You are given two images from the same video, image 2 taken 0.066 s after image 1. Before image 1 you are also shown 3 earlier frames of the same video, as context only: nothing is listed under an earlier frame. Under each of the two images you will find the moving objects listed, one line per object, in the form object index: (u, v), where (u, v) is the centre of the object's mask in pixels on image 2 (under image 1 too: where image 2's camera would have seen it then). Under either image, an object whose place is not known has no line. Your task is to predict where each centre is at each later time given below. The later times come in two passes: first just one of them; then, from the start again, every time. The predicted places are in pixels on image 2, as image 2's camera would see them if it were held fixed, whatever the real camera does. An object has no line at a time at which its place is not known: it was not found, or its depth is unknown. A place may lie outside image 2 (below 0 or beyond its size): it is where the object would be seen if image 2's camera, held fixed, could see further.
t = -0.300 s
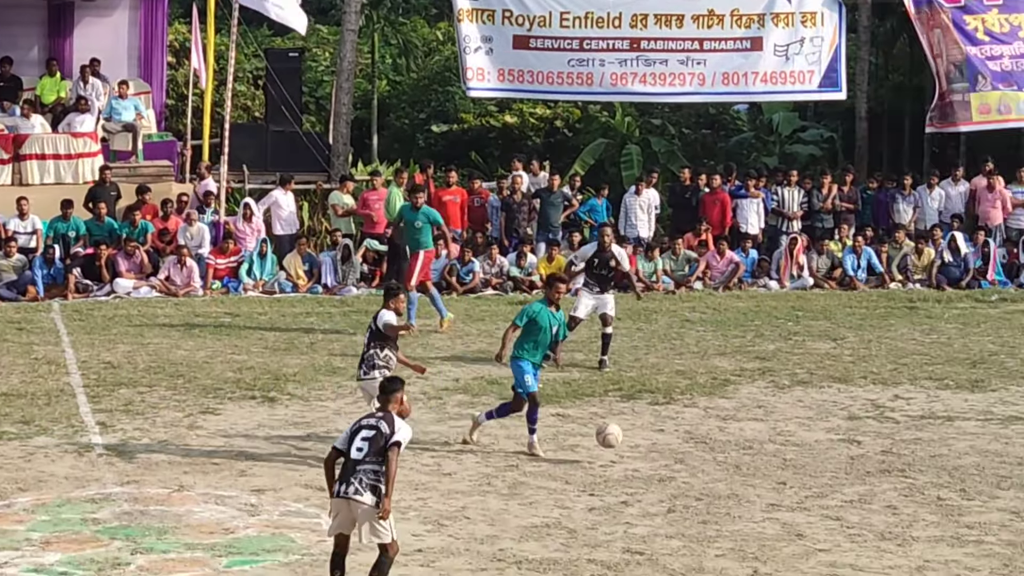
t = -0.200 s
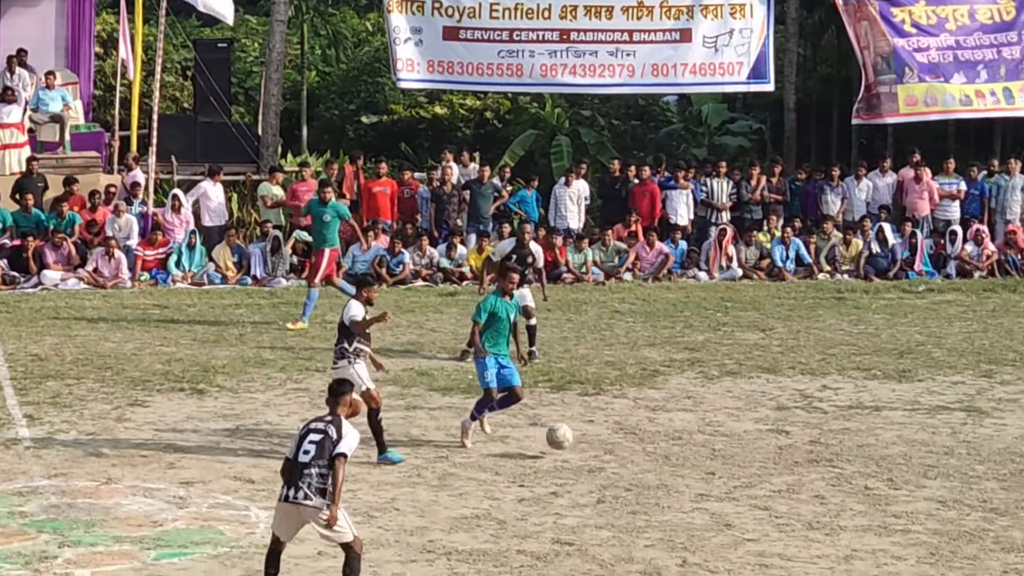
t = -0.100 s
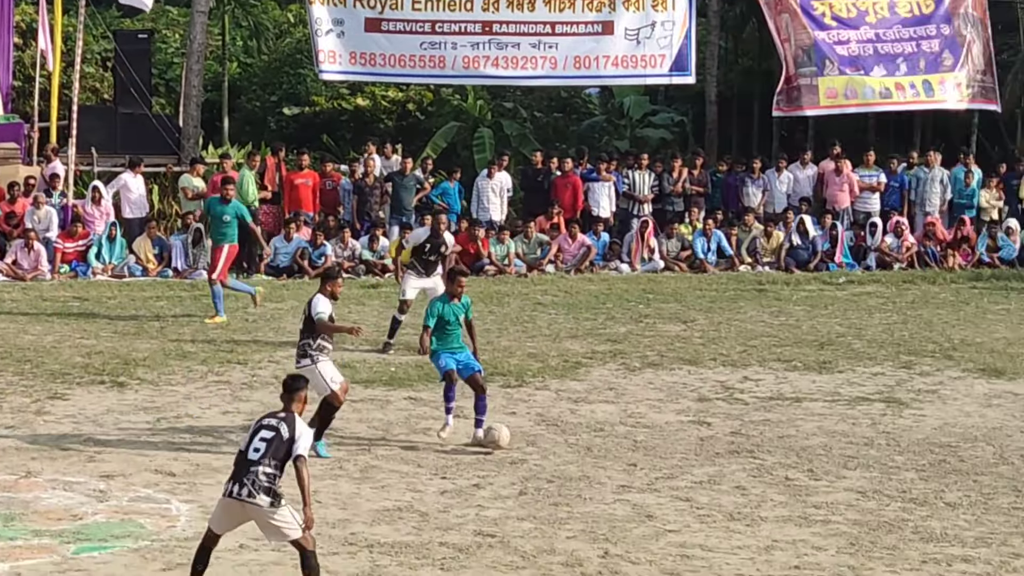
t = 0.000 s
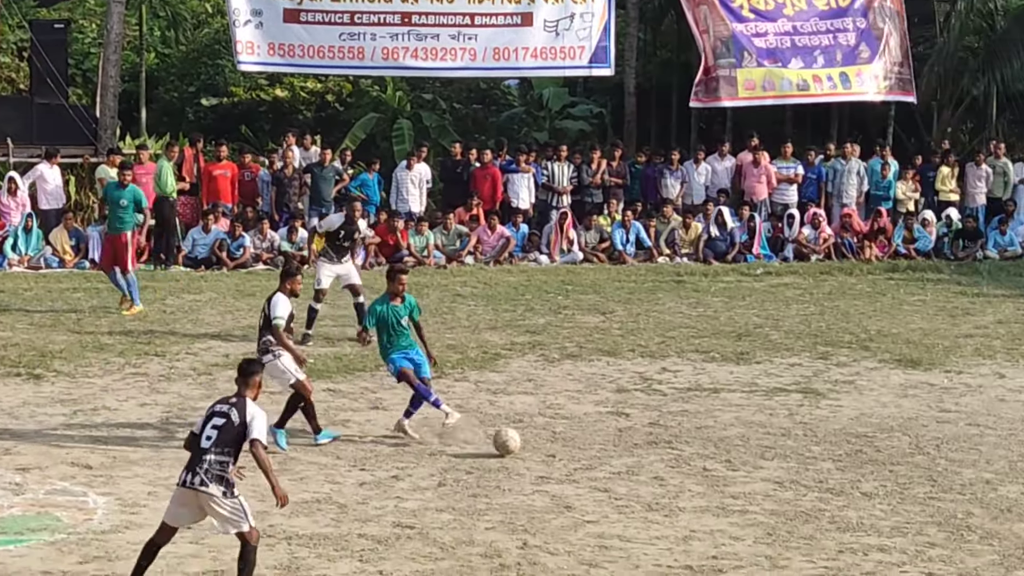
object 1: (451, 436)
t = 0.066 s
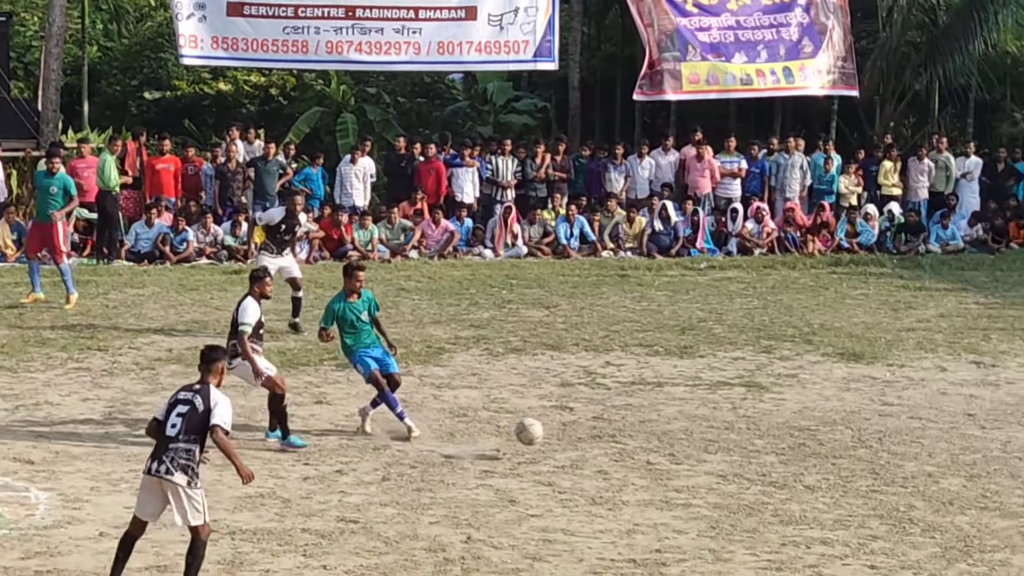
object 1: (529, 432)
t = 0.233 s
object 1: (732, 450)
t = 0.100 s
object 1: (569, 432)
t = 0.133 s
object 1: (609, 434)
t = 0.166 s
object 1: (649, 437)
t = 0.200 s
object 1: (691, 443)
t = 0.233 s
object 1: (732, 450)
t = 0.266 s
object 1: (773, 458)
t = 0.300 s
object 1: (816, 468)
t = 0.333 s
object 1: (859, 481)
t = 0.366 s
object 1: (897, 484)
